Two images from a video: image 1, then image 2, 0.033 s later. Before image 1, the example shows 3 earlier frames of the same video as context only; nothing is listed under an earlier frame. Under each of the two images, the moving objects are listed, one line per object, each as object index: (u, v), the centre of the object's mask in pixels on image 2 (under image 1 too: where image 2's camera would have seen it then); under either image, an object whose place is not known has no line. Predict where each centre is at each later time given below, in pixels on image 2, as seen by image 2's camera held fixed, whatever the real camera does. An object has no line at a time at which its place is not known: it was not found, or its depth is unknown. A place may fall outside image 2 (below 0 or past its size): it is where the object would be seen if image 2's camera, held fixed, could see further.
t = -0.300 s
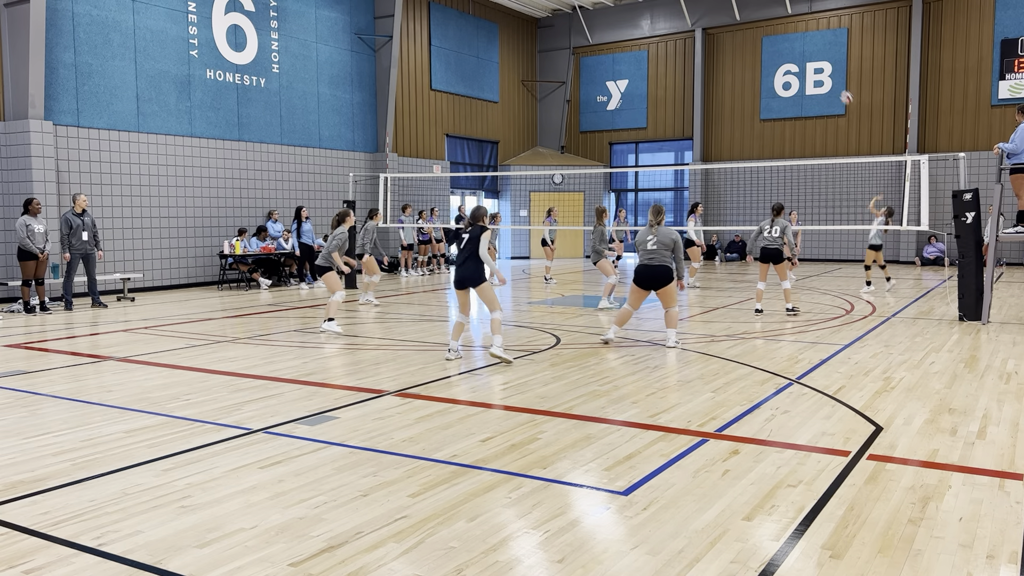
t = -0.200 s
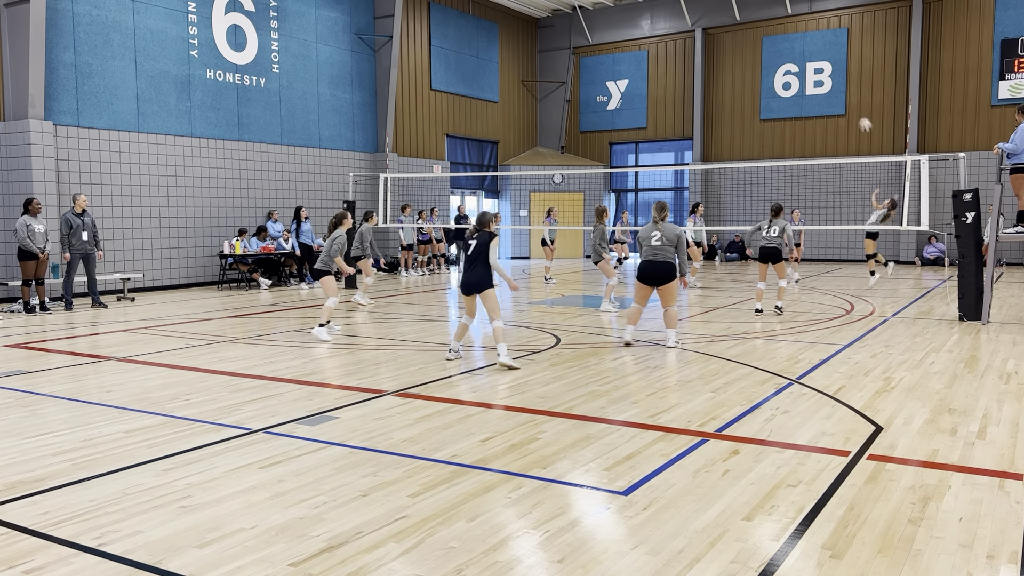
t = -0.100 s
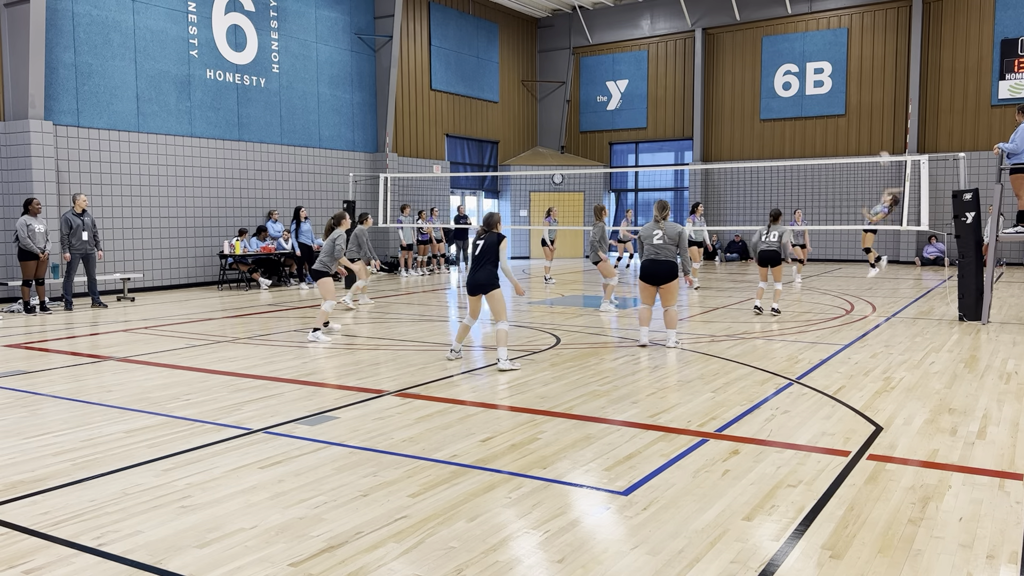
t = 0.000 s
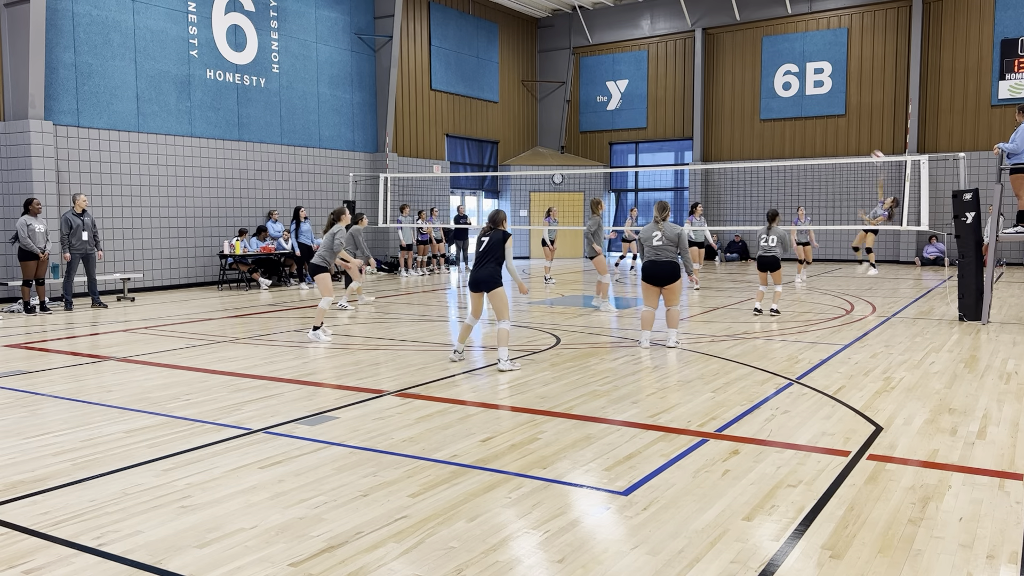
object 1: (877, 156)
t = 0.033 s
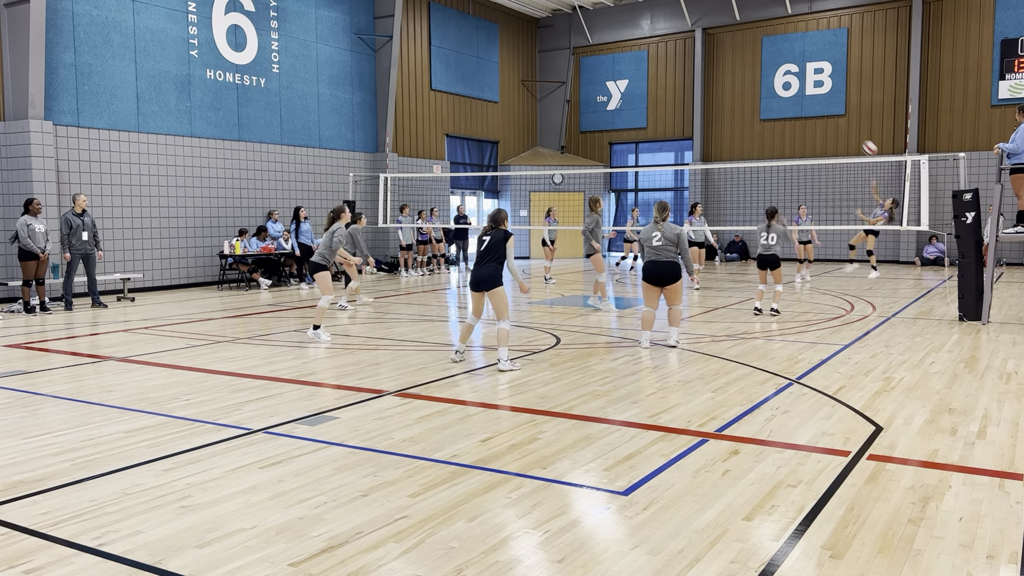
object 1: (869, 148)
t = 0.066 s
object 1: (860, 139)
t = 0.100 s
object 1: (851, 131)
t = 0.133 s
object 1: (841, 122)
